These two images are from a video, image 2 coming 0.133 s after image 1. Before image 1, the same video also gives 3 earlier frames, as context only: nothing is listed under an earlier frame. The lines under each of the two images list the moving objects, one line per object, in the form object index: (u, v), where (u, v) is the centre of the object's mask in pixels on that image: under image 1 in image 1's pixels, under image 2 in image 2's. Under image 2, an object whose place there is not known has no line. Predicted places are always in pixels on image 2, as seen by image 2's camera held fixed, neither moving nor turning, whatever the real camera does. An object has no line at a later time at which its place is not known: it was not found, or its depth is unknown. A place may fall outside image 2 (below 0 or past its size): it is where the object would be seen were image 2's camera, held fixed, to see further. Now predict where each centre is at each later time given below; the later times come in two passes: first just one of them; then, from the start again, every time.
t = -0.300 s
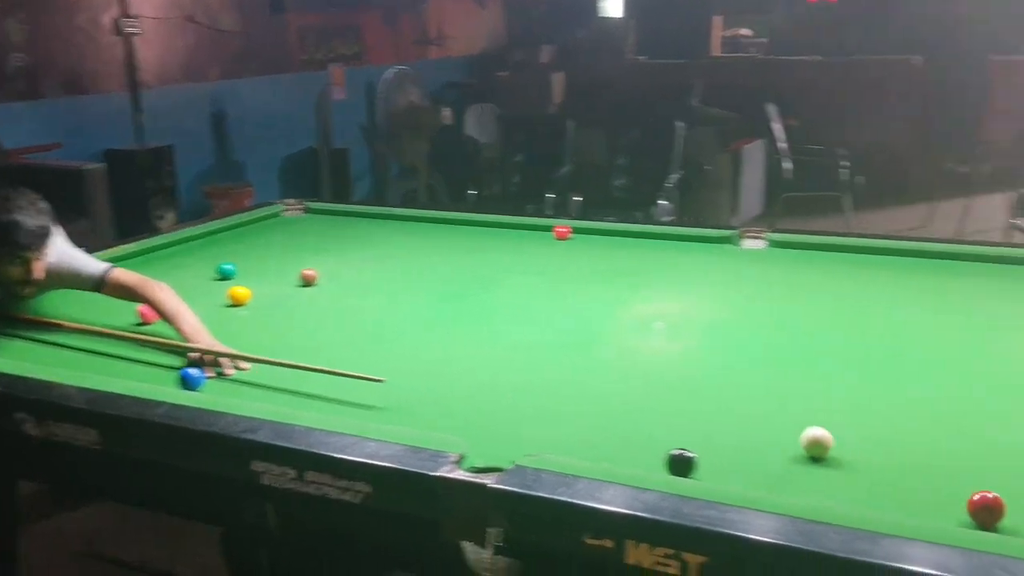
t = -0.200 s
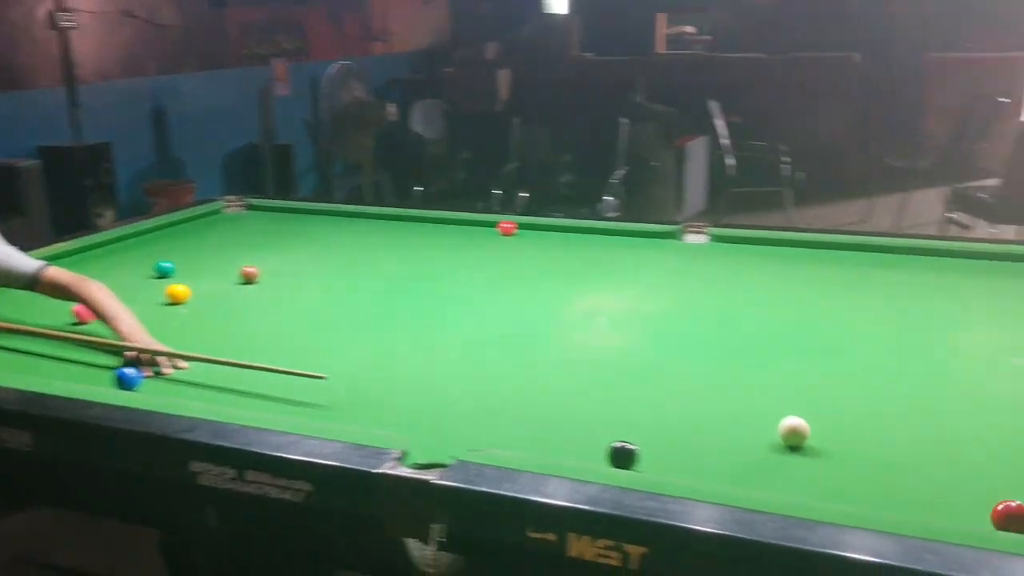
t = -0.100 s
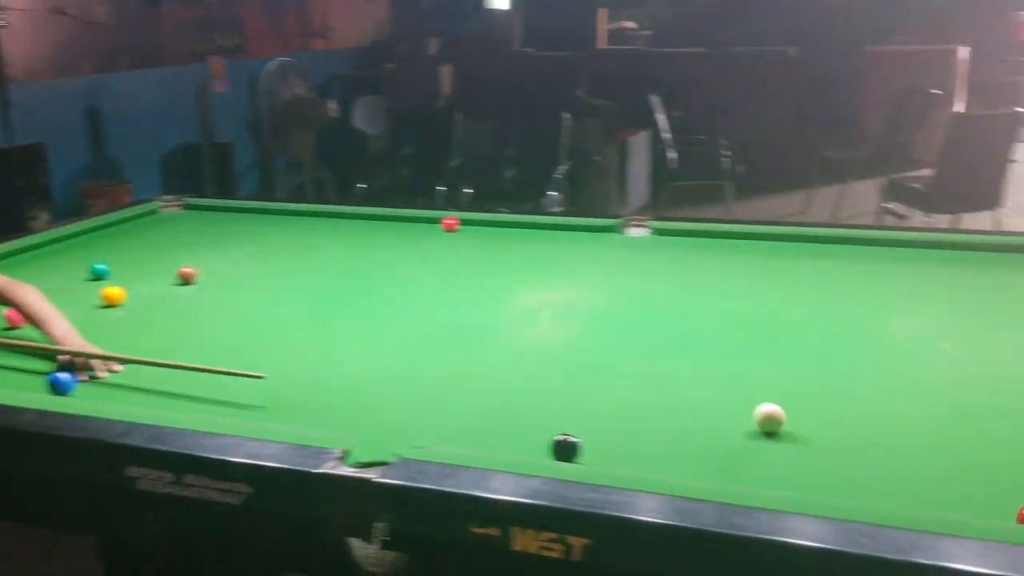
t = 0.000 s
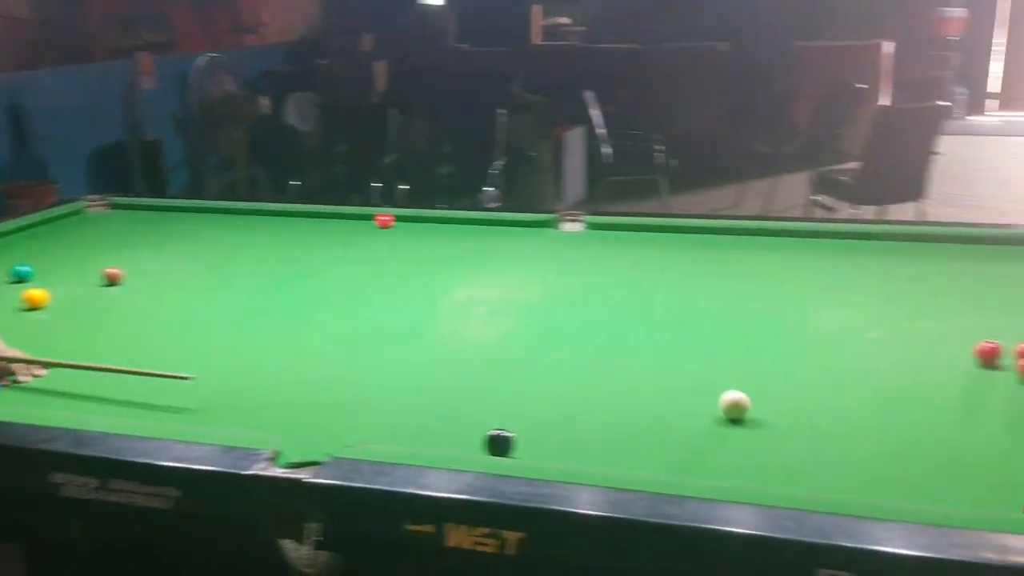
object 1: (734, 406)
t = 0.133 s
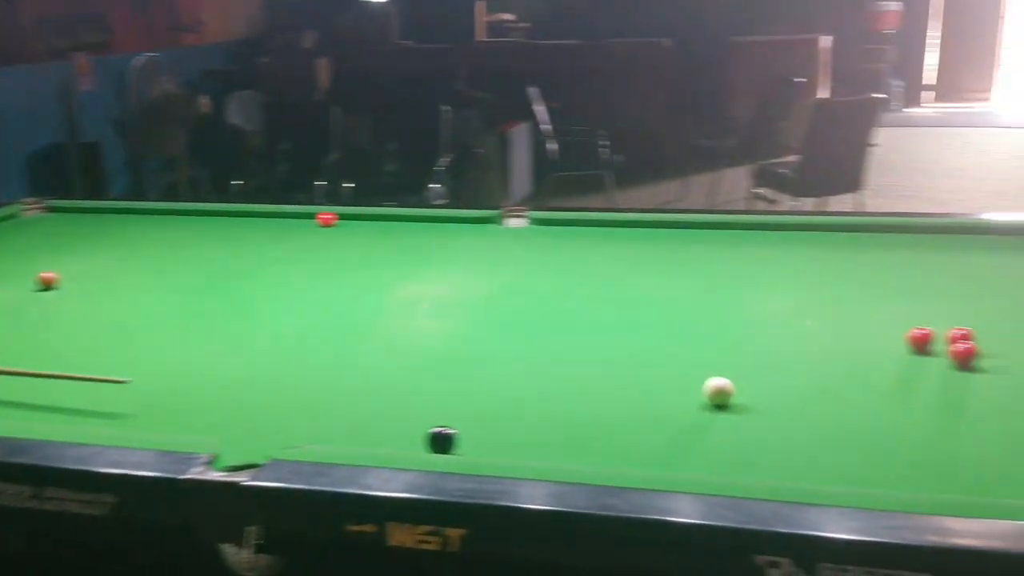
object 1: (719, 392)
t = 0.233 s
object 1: (751, 388)
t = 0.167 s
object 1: (730, 390)
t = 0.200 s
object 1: (740, 389)
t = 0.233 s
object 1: (751, 388)
